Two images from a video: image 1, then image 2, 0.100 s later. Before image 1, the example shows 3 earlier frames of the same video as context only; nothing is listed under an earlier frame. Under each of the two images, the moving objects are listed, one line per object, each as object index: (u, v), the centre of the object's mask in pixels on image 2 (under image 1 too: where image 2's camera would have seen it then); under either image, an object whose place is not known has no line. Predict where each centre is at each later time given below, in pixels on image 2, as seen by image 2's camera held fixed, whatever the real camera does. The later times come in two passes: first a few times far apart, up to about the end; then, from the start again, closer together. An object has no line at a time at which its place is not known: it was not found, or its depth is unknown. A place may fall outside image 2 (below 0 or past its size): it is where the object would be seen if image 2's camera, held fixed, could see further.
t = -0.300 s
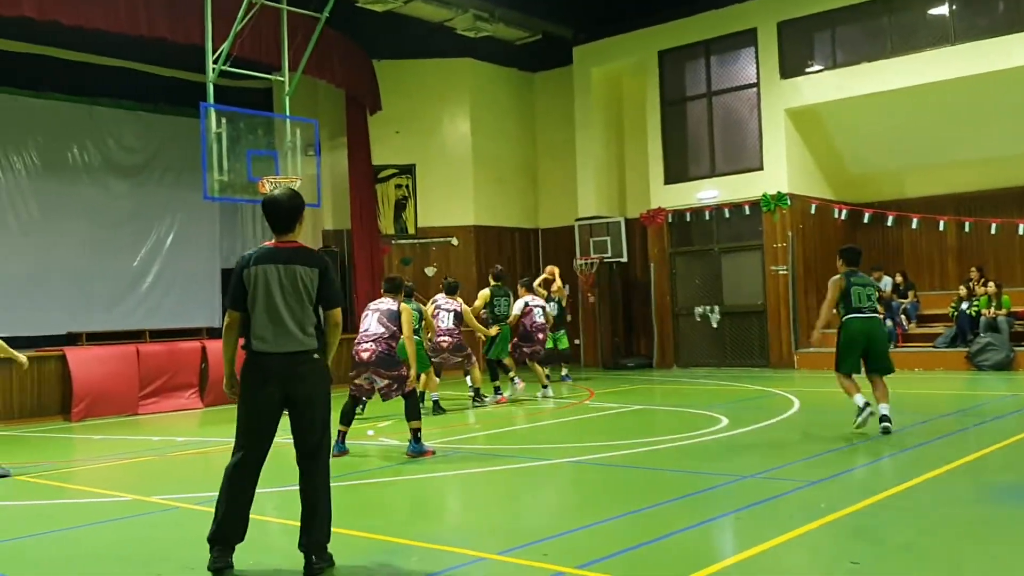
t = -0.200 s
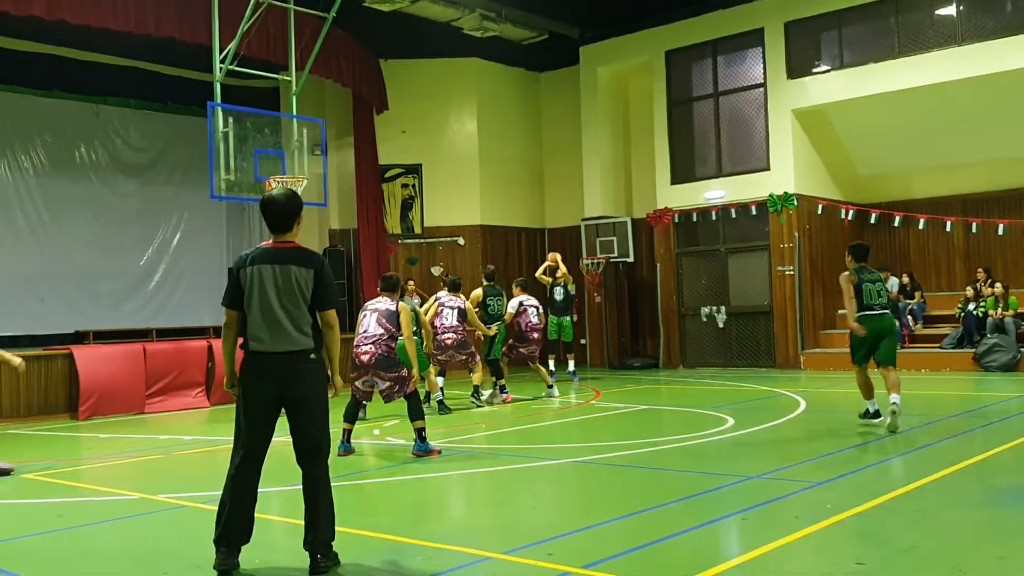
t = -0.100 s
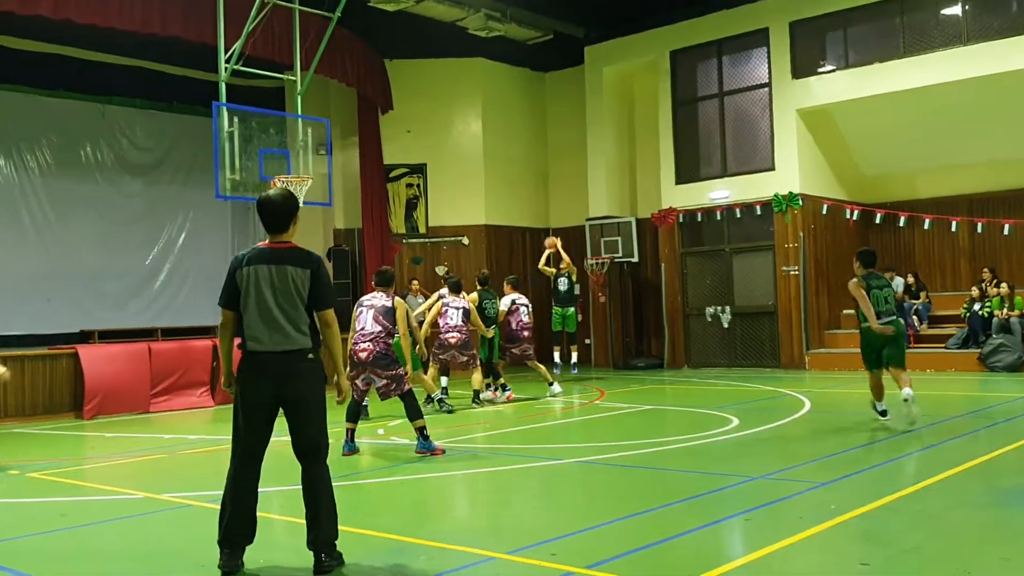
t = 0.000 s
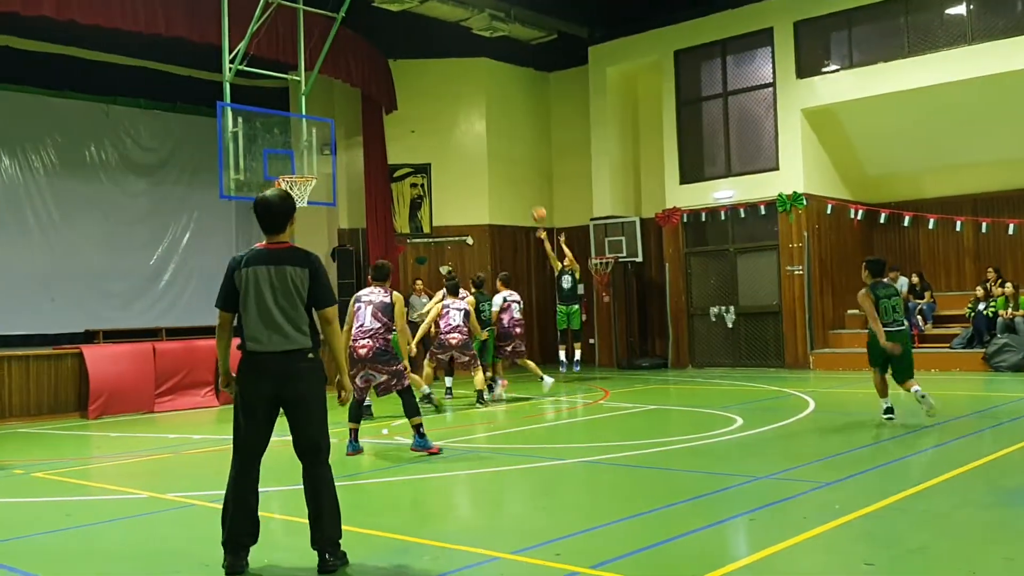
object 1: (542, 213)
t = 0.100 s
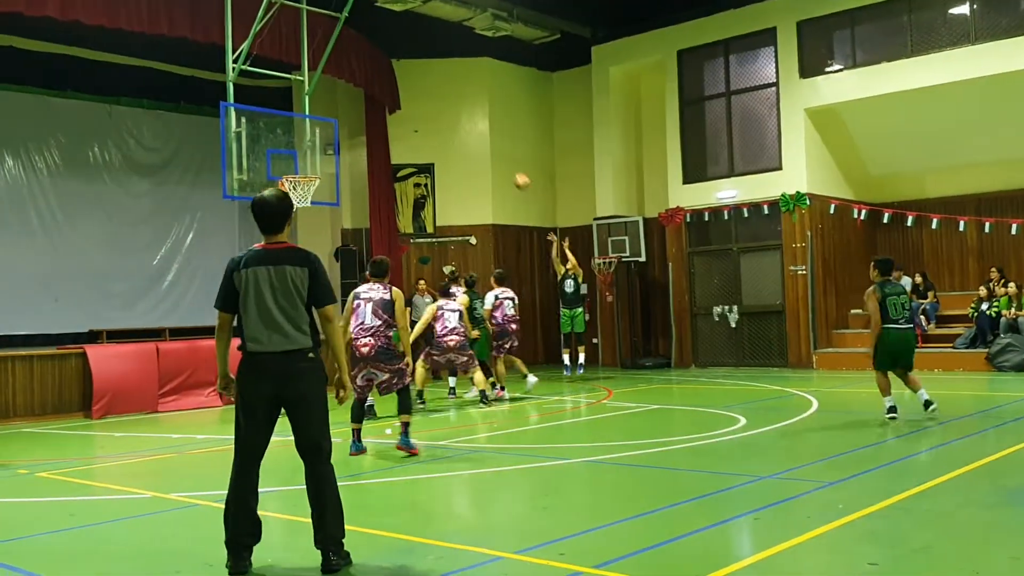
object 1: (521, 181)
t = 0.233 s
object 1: (493, 146)
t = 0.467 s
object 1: (440, 107)
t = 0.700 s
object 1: (385, 104)
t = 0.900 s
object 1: (336, 129)
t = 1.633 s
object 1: (243, 172)
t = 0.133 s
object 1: (514, 171)
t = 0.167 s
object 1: (507, 162)
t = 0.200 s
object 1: (500, 154)
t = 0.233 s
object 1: (493, 146)
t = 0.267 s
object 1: (485, 138)
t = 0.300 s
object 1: (478, 132)
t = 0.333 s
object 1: (470, 125)
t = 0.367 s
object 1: (463, 120)
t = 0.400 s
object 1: (456, 115)
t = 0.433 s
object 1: (448, 111)
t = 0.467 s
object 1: (440, 107)
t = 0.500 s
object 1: (433, 105)
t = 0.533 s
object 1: (425, 103)
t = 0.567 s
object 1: (417, 101)
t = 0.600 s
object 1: (410, 101)
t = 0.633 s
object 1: (401, 101)
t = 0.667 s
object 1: (393, 103)
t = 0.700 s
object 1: (385, 104)
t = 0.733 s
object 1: (377, 106)
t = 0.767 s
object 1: (369, 109)
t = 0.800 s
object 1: (362, 113)
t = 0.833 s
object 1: (353, 117)
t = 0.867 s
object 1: (345, 123)
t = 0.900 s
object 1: (336, 129)
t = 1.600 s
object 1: (245, 165)
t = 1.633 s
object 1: (243, 172)
